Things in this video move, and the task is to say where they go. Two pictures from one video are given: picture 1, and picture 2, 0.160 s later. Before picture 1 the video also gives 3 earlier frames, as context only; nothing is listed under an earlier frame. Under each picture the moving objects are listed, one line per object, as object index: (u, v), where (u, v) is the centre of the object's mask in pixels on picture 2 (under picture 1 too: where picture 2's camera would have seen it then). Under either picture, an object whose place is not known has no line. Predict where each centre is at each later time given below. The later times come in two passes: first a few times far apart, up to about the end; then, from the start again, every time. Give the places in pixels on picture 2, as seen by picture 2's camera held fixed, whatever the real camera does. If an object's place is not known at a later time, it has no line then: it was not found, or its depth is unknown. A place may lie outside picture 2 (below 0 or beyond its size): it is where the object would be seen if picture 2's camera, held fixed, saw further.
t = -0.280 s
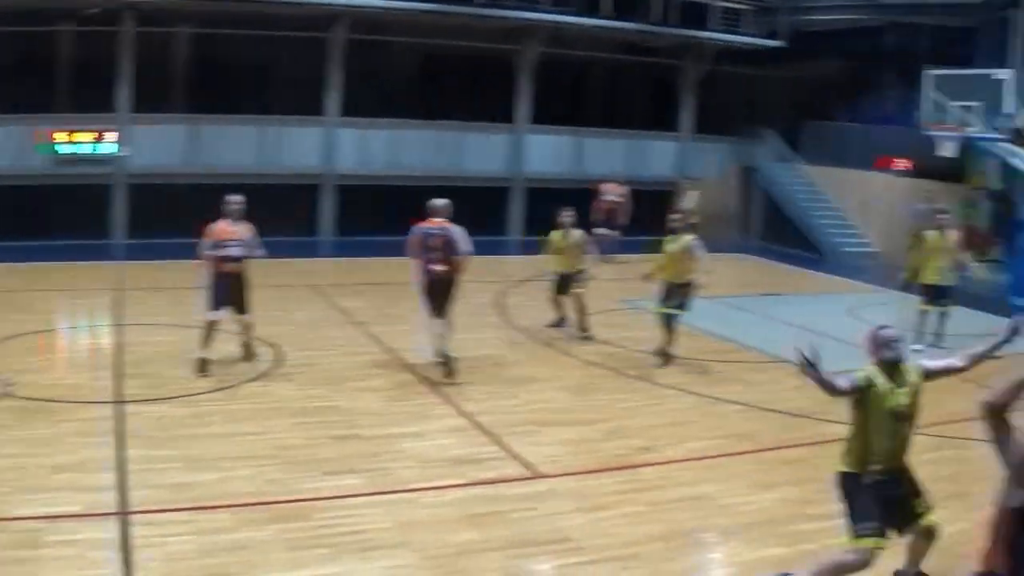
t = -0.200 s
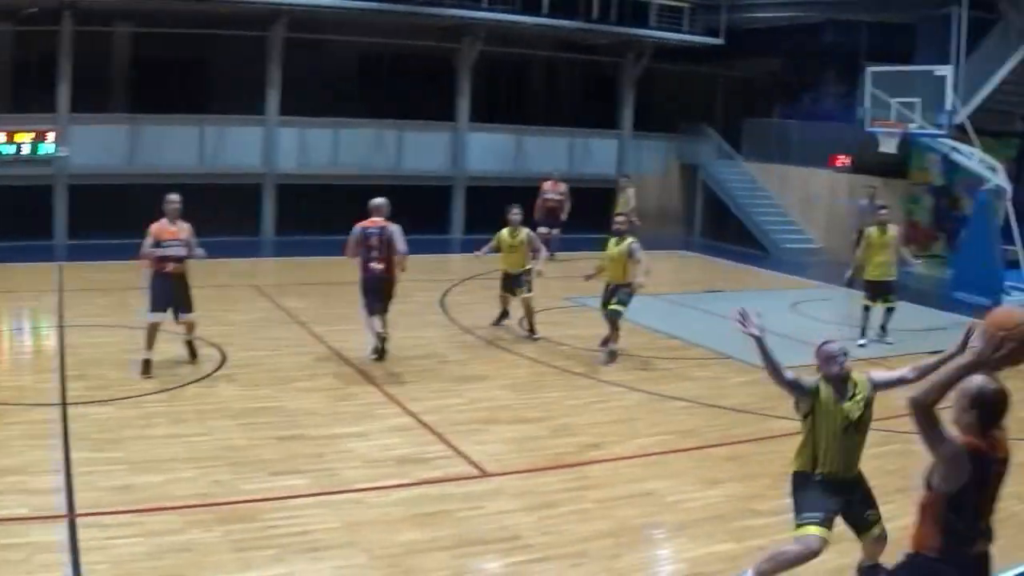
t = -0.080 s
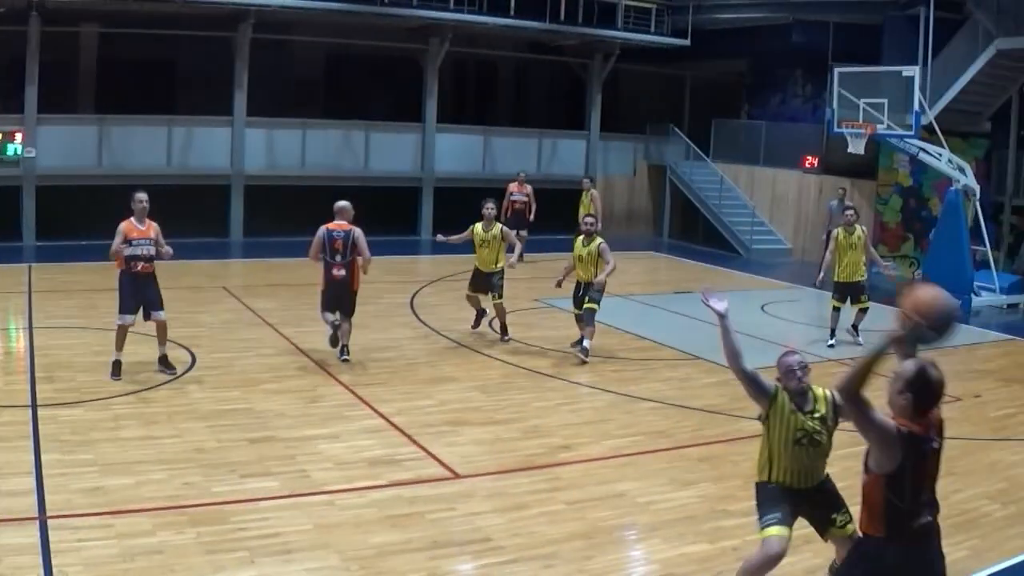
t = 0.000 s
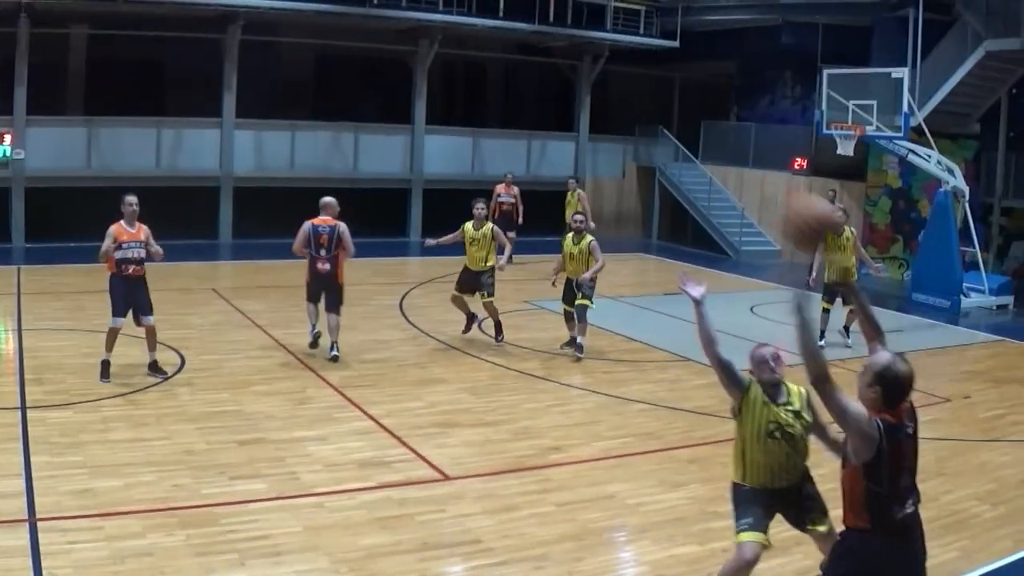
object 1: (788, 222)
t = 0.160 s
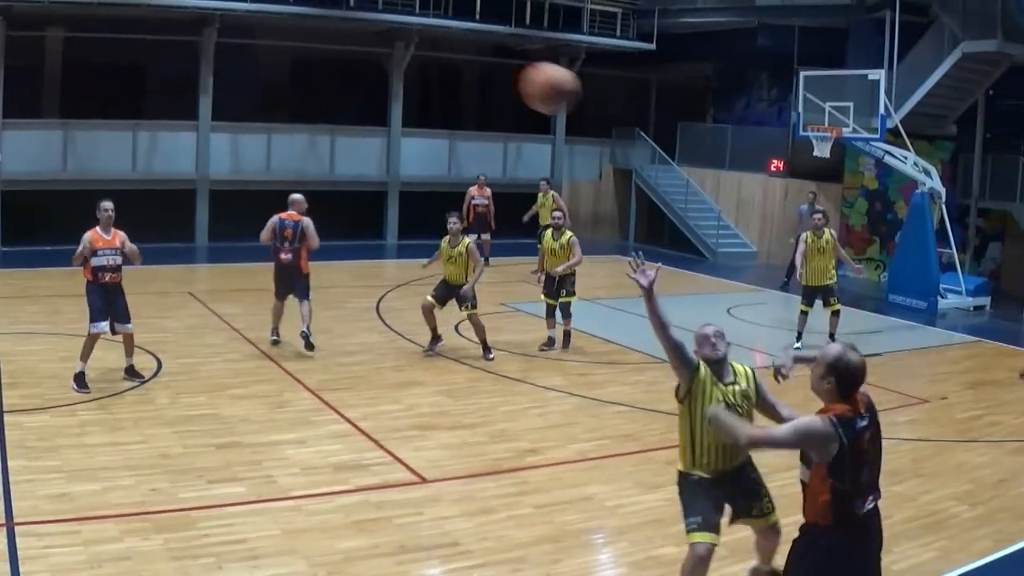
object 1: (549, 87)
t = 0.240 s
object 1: (454, 55)
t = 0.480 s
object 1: (253, 41)
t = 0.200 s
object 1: (499, 69)
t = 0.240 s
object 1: (454, 55)
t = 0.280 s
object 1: (413, 45)
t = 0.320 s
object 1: (376, 39)
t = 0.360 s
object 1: (341, 35)
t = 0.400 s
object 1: (309, 35)
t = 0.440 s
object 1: (280, 36)
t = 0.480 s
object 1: (253, 41)
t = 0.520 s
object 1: (228, 46)
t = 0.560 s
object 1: (205, 54)
